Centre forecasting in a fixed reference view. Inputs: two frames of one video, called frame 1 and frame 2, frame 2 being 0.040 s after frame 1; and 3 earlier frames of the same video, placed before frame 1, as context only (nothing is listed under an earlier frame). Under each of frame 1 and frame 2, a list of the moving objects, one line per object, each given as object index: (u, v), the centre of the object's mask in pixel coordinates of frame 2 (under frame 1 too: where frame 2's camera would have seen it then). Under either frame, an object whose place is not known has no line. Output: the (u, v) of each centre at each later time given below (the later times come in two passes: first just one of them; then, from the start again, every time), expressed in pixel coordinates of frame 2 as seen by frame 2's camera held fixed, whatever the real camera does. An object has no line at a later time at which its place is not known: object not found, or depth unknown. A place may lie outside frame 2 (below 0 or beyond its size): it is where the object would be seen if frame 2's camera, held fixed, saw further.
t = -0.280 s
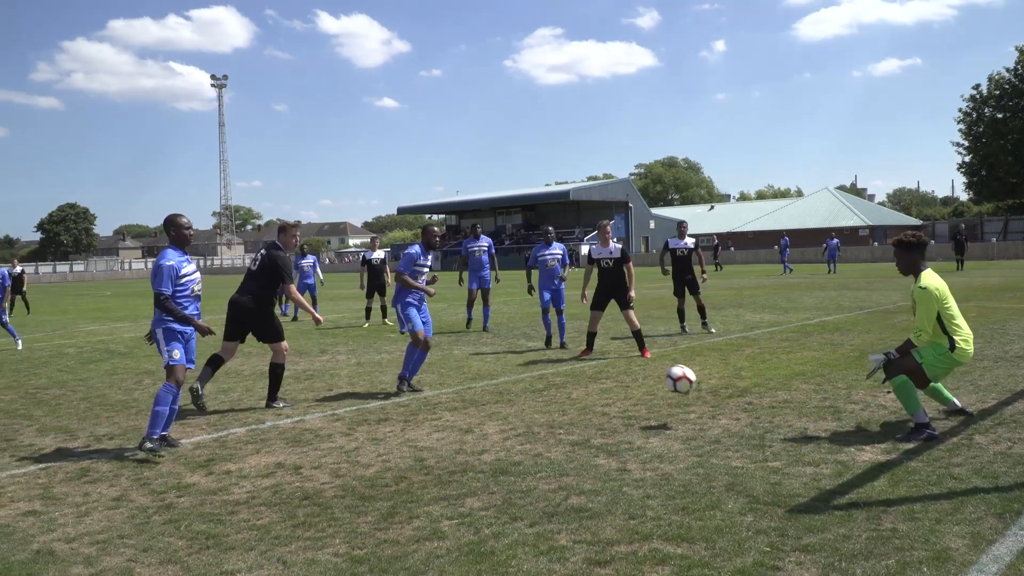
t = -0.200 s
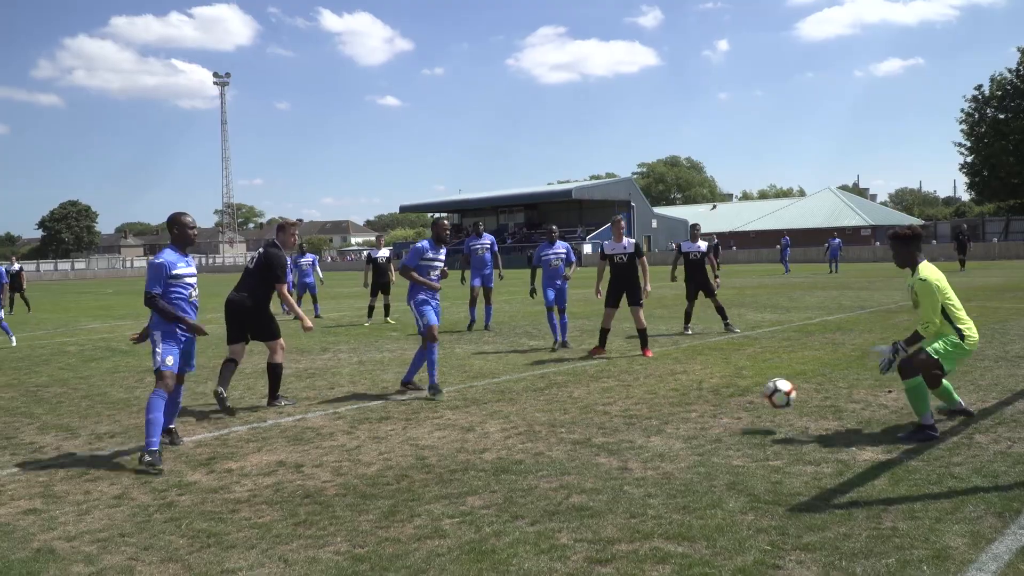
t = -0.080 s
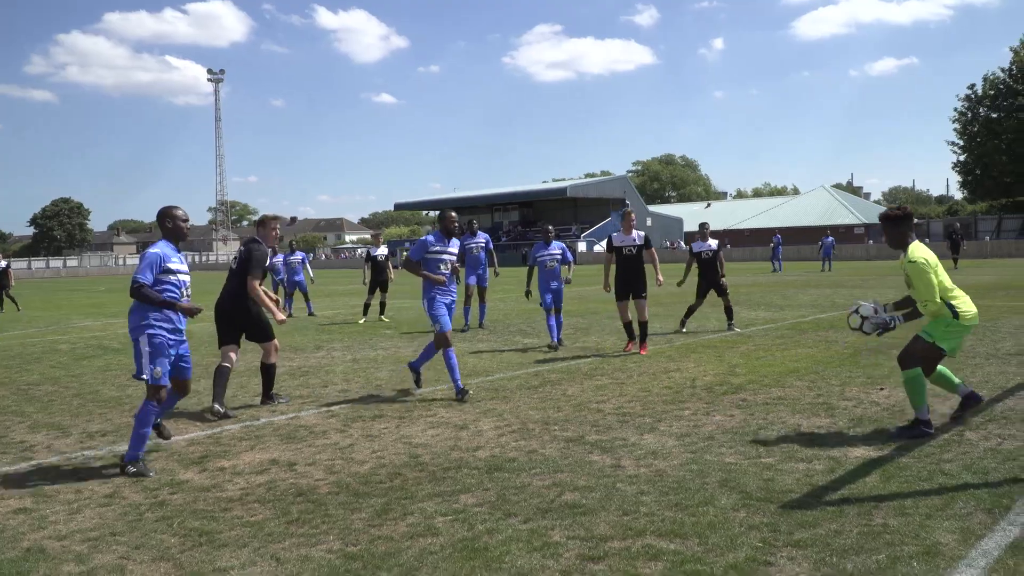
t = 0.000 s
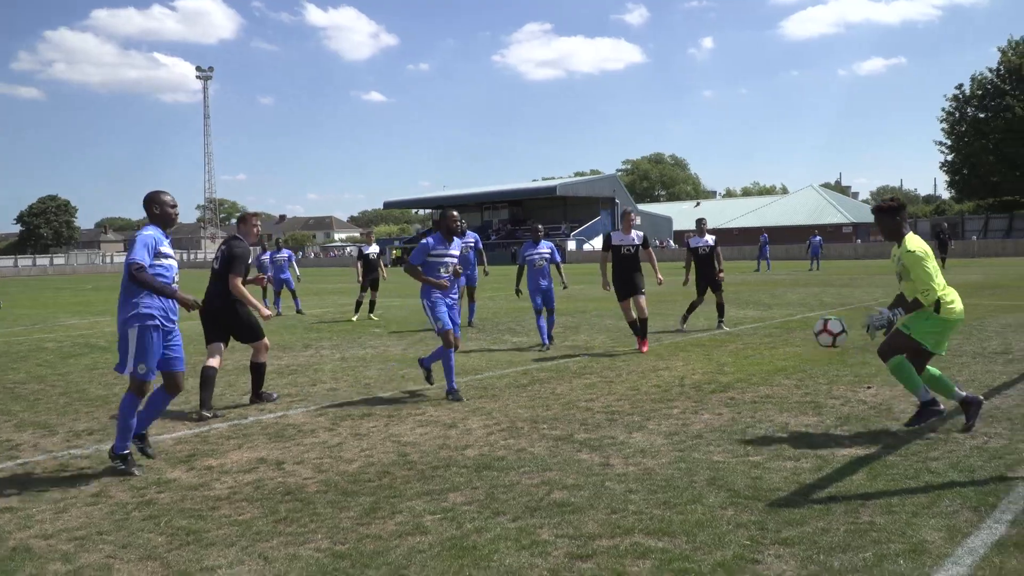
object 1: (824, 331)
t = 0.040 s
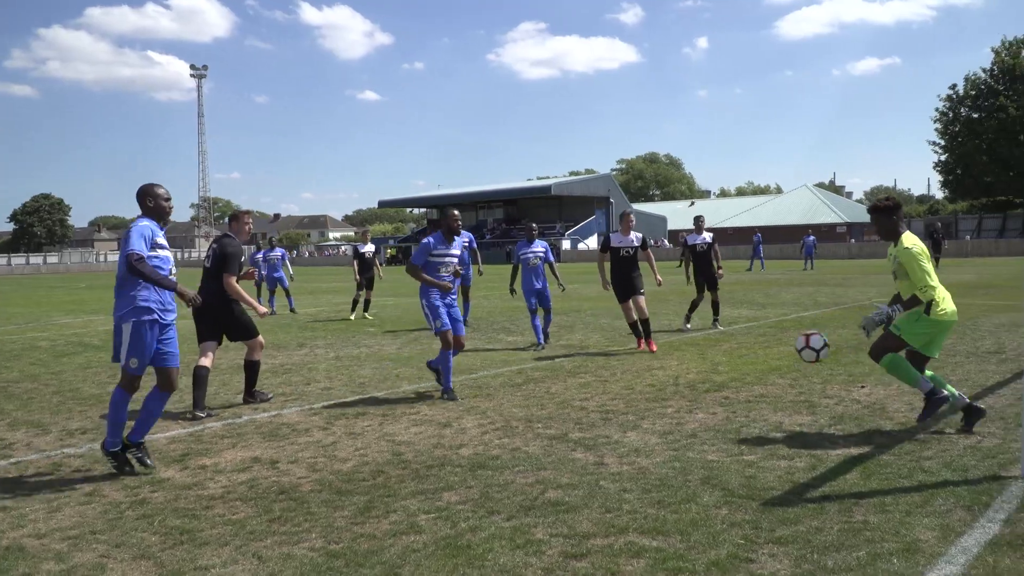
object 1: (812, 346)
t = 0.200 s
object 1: (767, 430)
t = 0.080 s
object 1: (800, 364)
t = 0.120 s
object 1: (789, 386)
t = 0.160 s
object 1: (776, 410)
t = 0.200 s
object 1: (767, 430)
